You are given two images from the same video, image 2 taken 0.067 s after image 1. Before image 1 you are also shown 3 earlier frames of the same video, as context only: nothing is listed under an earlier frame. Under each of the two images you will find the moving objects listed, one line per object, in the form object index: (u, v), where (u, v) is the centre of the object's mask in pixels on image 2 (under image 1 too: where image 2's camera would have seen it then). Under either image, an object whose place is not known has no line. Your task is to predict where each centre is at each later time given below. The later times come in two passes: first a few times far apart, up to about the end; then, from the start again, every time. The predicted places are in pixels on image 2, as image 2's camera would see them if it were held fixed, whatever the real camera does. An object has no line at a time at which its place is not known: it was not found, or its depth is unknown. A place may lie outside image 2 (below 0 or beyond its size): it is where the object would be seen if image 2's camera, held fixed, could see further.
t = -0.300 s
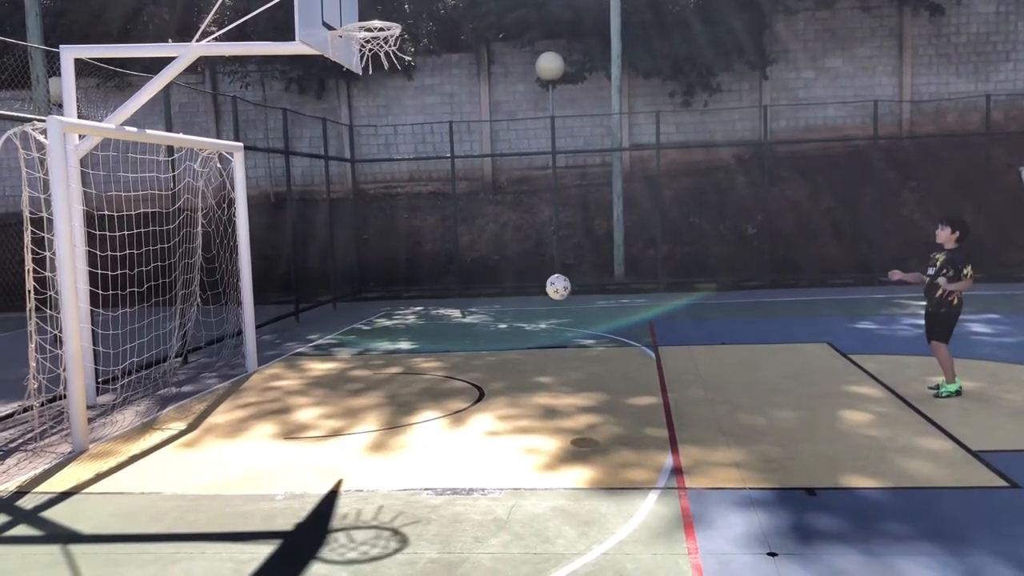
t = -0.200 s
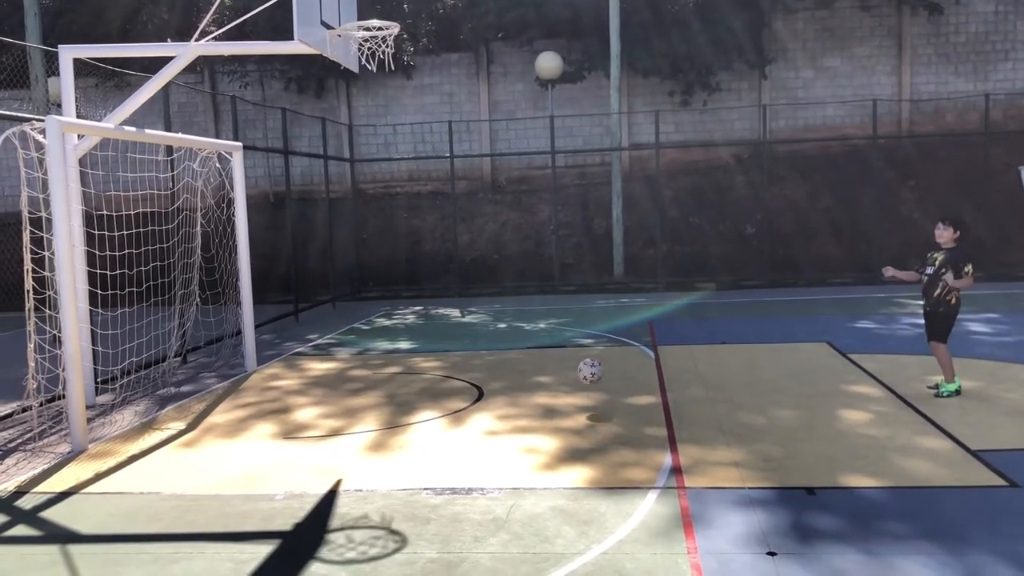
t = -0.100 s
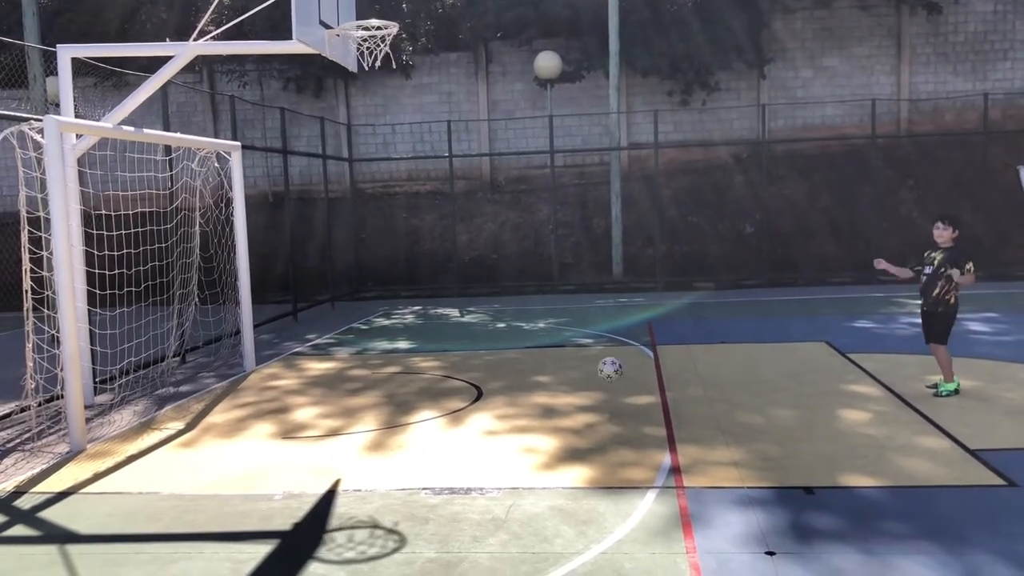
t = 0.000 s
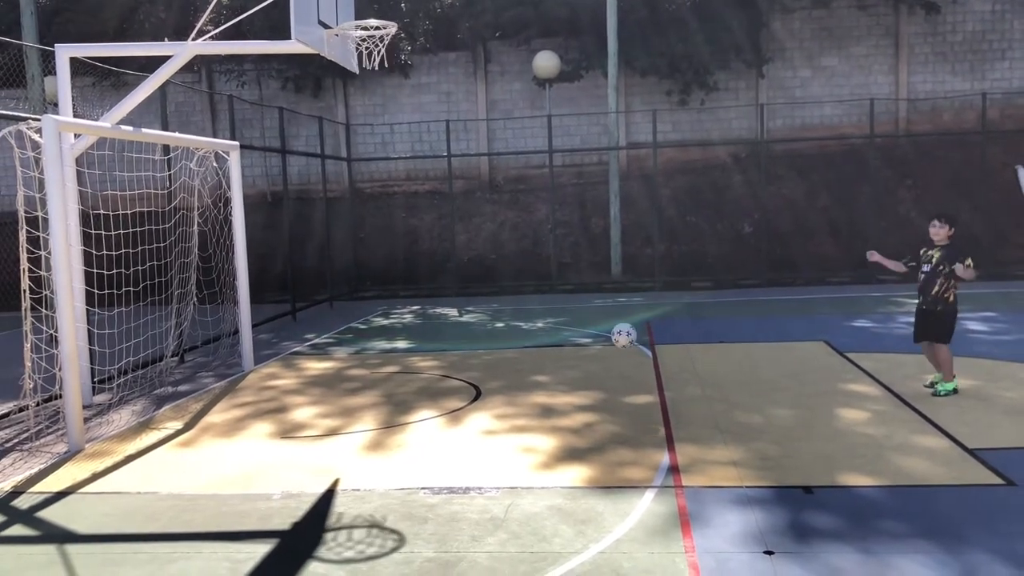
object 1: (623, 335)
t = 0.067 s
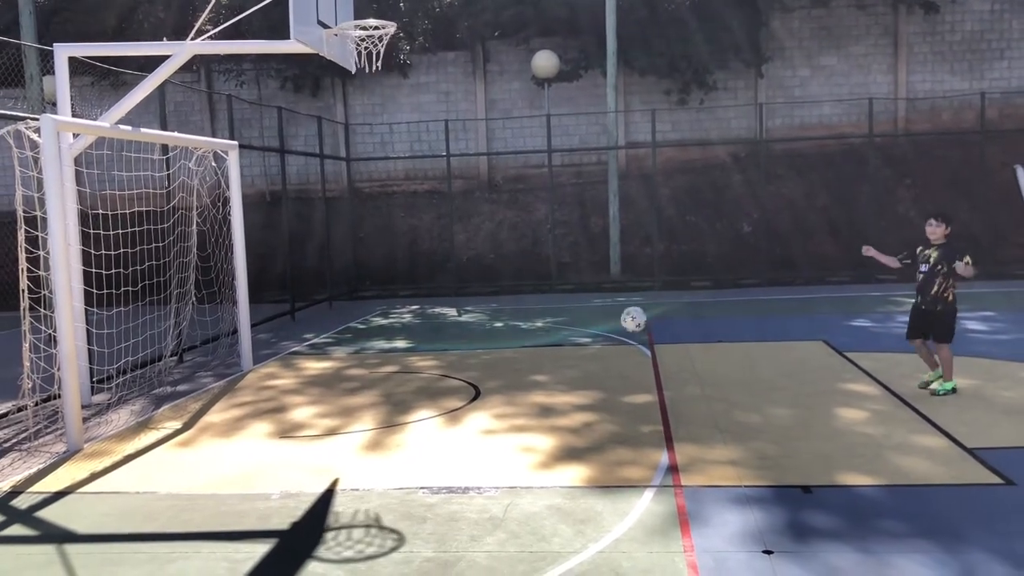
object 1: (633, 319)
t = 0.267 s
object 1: (668, 306)
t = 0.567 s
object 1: (723, 383)
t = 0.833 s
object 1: (770, 376)
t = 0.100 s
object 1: (639, 313)
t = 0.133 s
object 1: (645, 309)
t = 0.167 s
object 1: (650, 306)
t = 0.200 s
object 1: (656, 304)
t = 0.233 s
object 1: (662, 304)
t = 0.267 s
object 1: (668, 306)
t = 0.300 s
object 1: (674, 308)
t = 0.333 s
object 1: (679, 313)
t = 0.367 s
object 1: (685, 318)
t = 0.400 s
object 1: (692, 326)
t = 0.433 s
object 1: (698, 334)
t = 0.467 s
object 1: (703, 344)
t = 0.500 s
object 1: (709, 356)
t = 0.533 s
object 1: (716, 368)
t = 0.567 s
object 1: (723, 383)
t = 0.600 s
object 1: (729, 400)
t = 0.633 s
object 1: (734, 394)
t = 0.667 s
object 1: (741, 387)
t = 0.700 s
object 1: (747, 382)
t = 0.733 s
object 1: (753, 378)
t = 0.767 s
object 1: (758, 376)
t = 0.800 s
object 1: (764, 375)
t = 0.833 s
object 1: (770, 376)
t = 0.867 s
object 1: (776, 378)
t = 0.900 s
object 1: (783, 381)
